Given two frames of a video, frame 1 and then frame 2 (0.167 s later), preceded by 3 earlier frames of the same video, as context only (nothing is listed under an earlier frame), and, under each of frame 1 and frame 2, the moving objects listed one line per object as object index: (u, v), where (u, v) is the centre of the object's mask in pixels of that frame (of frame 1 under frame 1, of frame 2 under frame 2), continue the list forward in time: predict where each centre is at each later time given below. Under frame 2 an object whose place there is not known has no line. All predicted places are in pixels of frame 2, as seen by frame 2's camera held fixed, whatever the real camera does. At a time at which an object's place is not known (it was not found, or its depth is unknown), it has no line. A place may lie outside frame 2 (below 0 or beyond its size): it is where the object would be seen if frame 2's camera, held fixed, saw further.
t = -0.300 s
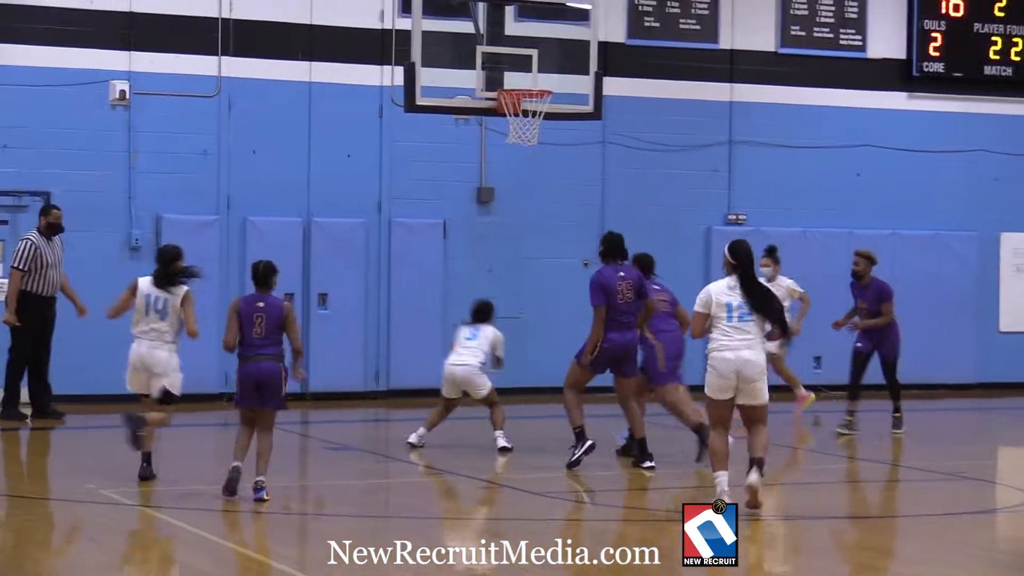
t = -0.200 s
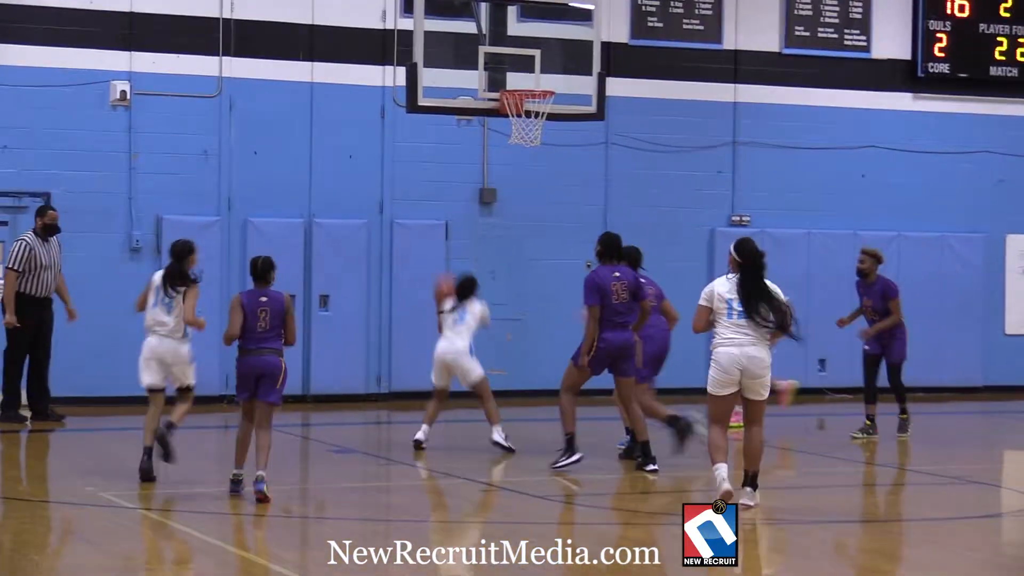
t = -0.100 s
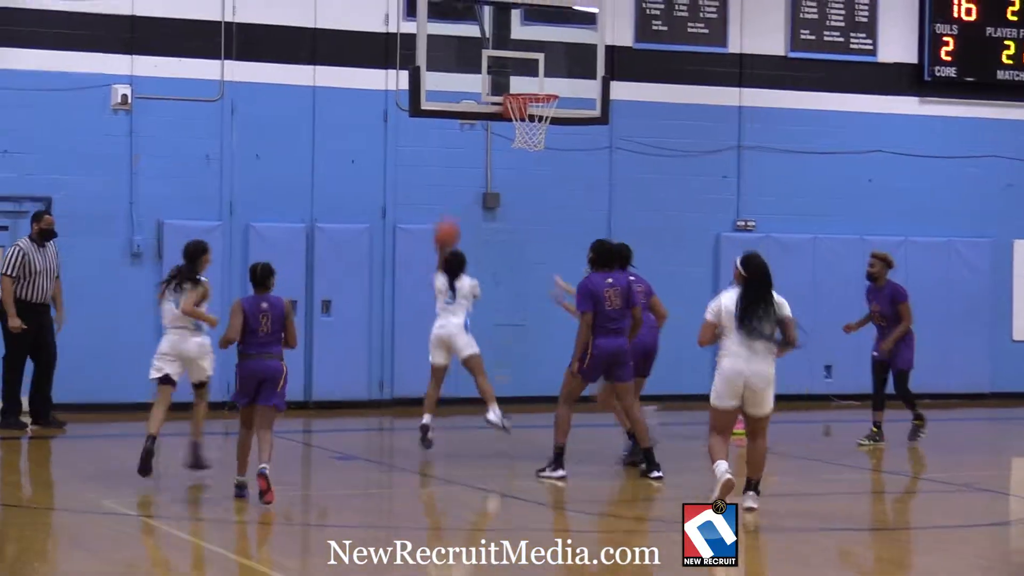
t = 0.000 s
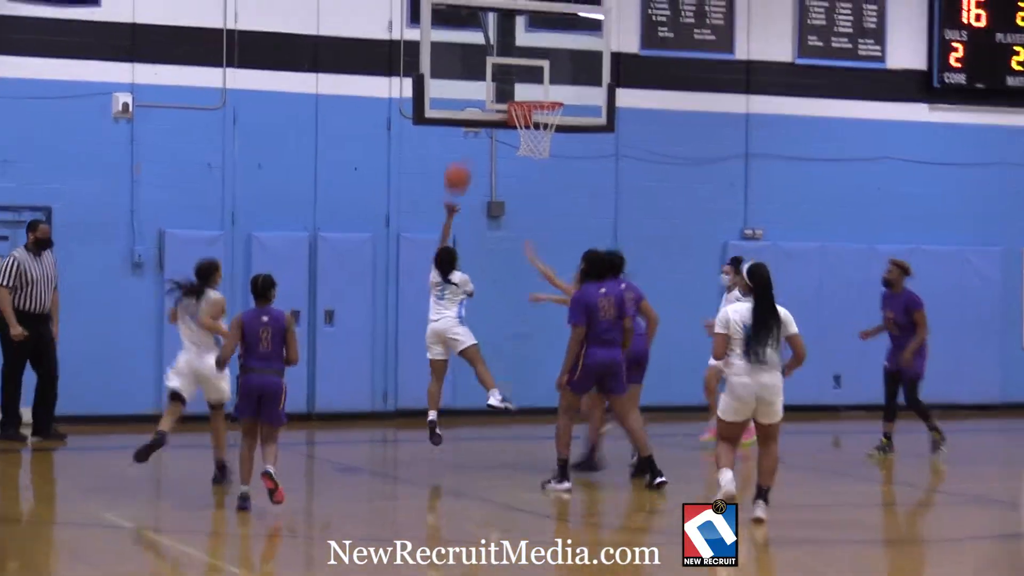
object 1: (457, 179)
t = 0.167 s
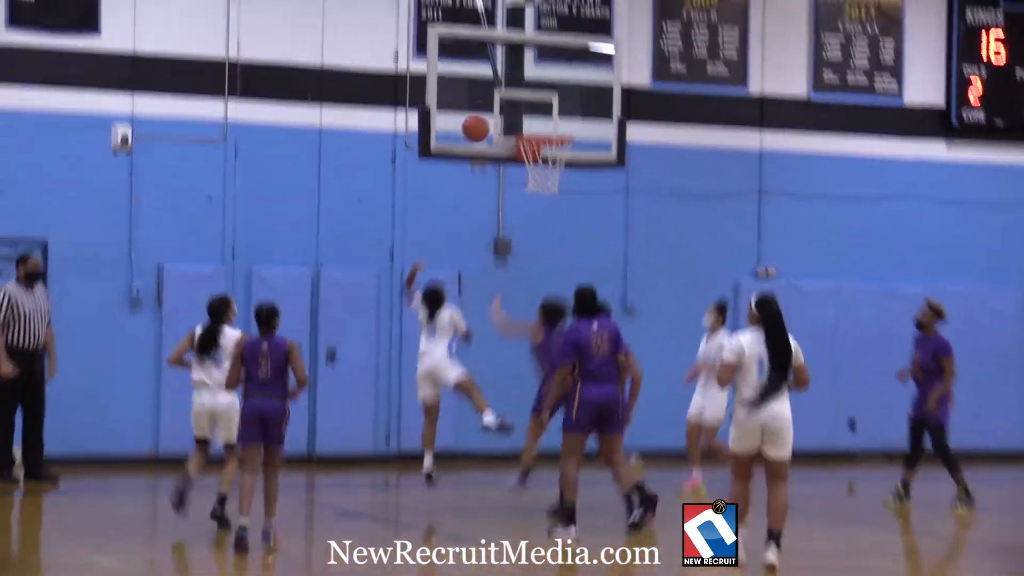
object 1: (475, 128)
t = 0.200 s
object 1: (478, 114)
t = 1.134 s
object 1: (556, 125)
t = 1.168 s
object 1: (556, 127)
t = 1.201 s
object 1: (556, 129)
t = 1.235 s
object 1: (555, 139)
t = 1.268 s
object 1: (554, 146)
